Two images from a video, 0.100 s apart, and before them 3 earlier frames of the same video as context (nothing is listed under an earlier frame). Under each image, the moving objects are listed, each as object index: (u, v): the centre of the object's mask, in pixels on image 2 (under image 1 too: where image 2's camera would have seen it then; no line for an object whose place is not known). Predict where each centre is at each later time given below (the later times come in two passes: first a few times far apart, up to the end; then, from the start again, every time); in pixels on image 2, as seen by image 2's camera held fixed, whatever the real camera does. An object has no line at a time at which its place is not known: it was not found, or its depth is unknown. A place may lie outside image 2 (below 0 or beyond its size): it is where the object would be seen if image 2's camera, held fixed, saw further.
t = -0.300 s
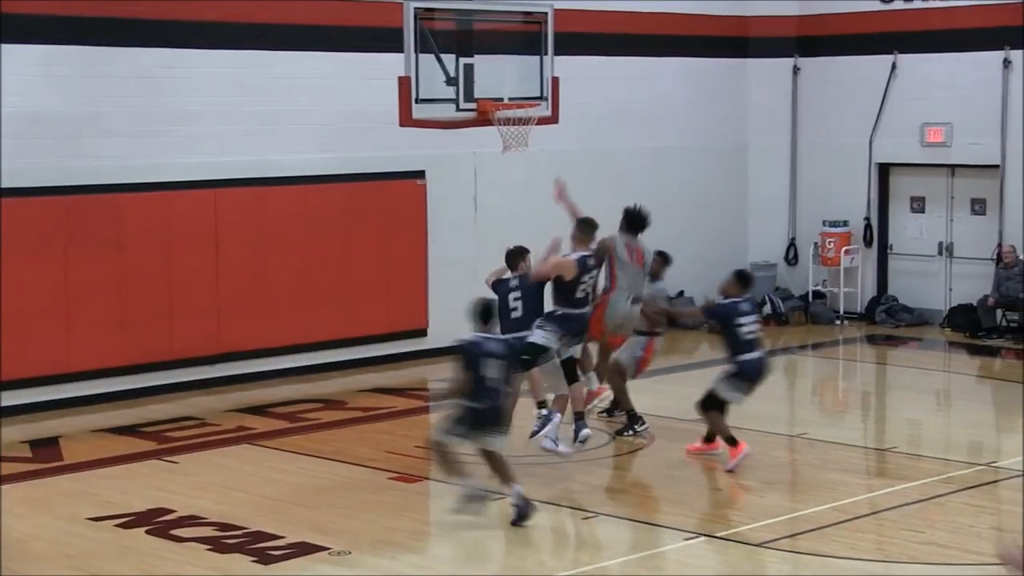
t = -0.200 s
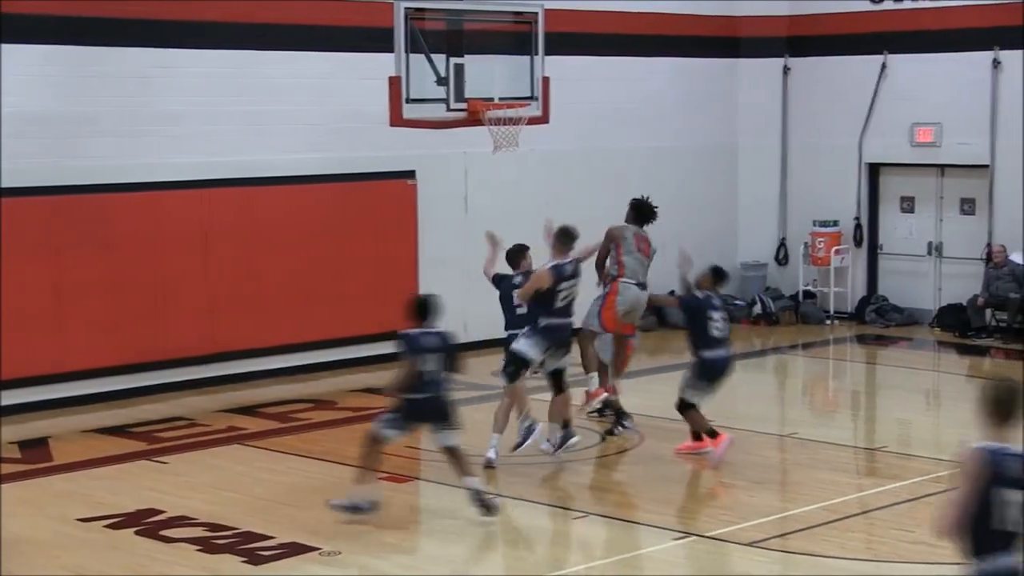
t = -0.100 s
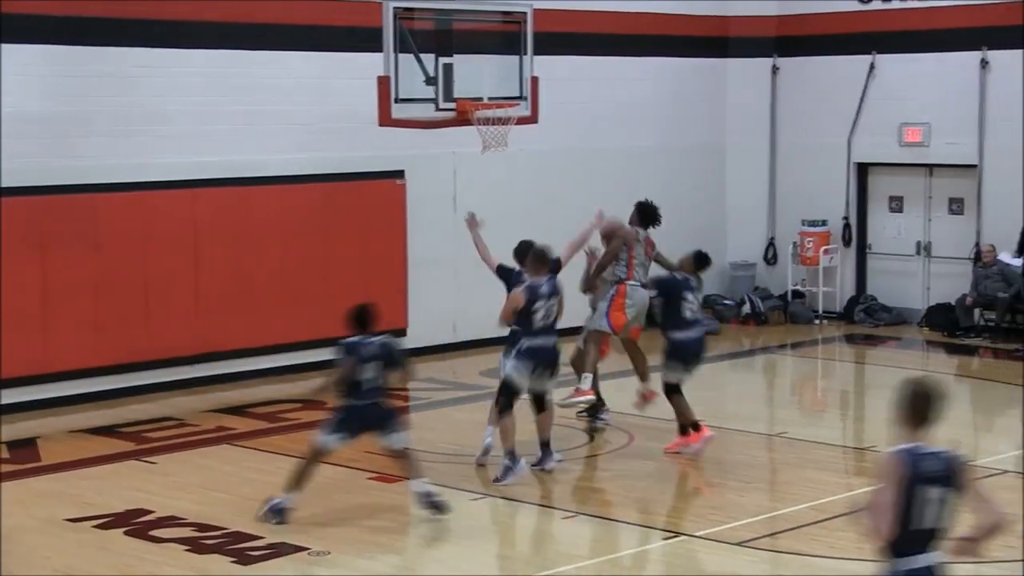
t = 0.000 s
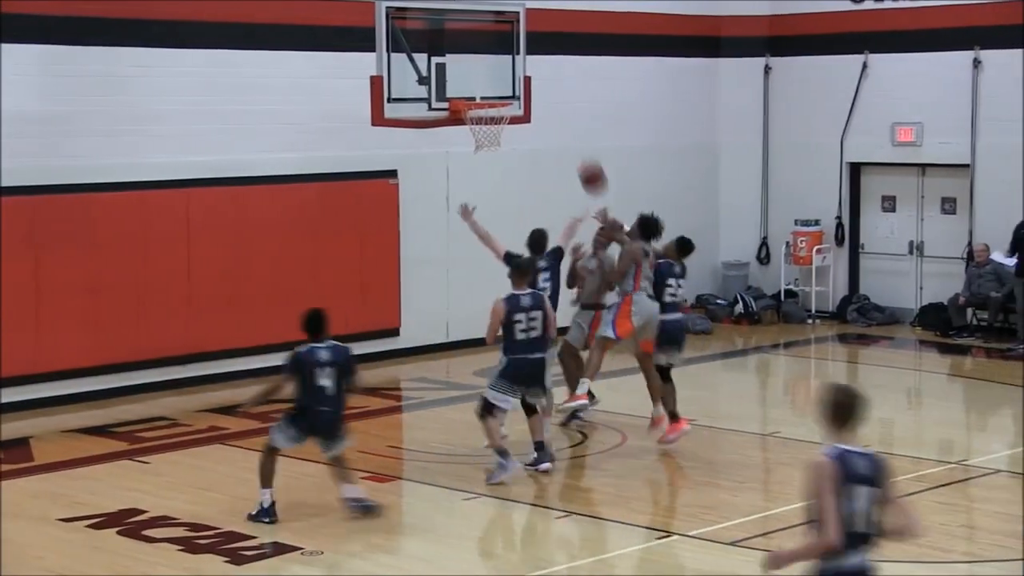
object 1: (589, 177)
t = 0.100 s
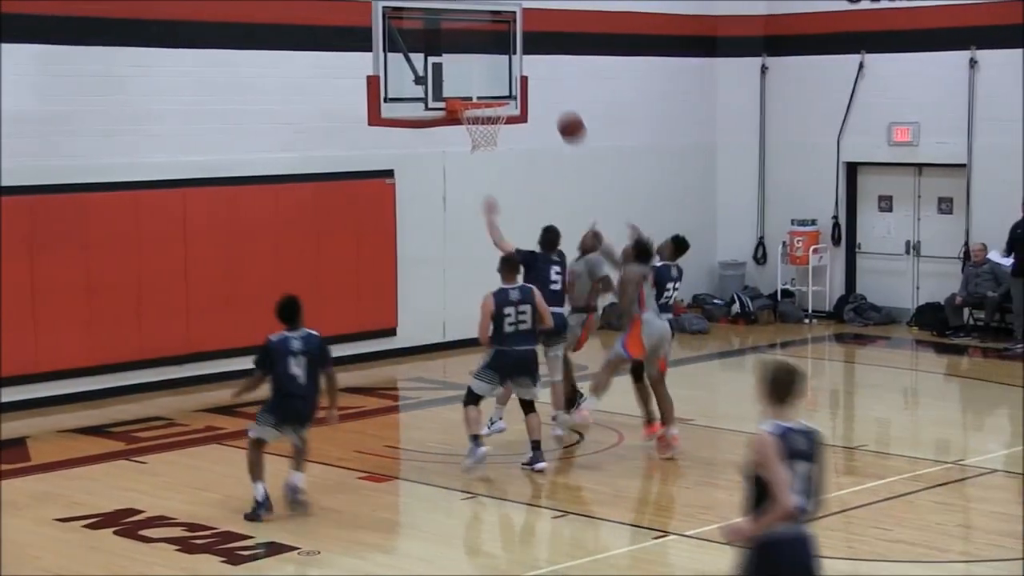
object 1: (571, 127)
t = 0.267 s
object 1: (542, 70)
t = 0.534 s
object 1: (496, 40)
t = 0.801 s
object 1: (494, 72)
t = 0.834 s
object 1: (496, 80)
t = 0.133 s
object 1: (565, 113)
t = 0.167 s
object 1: (560, 101)
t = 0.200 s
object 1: (554, 89)
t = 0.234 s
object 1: (548, 78)
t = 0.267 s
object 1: (542, 70)
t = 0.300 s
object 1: (537, 62)
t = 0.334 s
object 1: (531, 55)
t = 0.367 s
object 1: (525, 50)
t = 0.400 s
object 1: (519, 45)
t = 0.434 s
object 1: (513, 42)
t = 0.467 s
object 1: (508, 40)
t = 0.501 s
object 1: (501, 39)
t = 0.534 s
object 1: (496, 40)
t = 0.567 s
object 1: (491, 42)
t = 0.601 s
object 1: (487, 45)
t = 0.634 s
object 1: (484, 47)
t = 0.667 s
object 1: (486, 50)
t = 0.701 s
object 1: (488, 53)
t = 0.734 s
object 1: (490, 58)
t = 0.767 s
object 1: (492, 65)
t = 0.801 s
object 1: (494, 72)
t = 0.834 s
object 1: (496, 80)
